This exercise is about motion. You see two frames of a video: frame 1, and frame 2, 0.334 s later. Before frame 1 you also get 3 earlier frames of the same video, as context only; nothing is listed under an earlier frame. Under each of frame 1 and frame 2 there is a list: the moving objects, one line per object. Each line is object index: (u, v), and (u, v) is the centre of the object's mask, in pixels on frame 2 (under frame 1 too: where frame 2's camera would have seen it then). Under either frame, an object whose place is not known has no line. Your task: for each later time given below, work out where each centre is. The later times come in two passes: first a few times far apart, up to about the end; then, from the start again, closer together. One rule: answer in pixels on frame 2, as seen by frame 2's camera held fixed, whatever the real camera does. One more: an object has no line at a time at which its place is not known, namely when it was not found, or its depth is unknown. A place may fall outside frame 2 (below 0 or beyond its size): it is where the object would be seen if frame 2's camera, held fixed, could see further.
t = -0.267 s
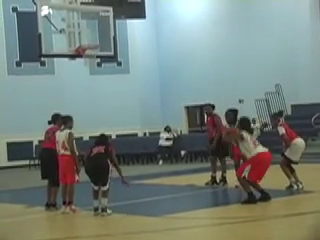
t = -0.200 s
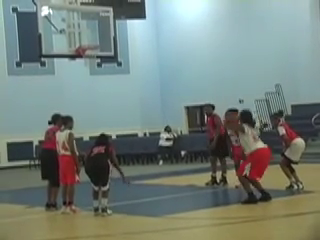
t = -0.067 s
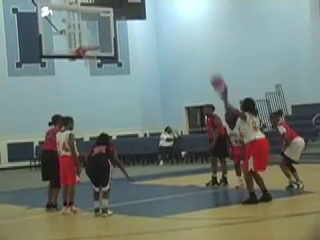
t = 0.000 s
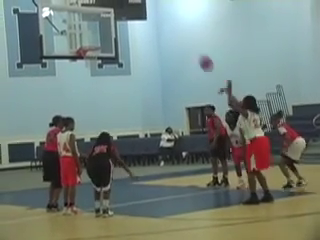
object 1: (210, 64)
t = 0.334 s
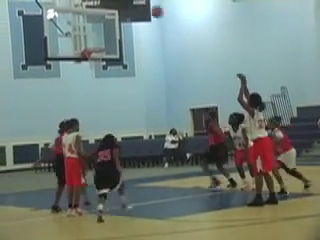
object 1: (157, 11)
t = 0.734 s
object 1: (107, 29)
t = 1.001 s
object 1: (93, 35)
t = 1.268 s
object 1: (88, 43)
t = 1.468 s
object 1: (90, 44)
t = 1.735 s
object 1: (99, 44)
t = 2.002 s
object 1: (100, 47)
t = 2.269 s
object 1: (92, 64)
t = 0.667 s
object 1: (116, 20)
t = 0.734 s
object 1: (107, 29)
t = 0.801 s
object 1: (101, 39)
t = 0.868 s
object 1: (97, 40)
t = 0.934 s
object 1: (95, 36)
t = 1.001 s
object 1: (93, 35)
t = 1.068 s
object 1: (92, 35)
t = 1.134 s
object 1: (90, 37)
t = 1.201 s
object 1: (89, 41)
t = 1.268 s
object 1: (88, 43)
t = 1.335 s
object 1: (89, 43)
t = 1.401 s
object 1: (89, 44)
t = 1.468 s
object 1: (90, 44)
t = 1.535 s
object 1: (92, 42)
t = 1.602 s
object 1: (94, 42)
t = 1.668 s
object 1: (97, 43)
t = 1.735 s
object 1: (99, 44)
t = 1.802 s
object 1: (99, 42)
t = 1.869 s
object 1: (99, 42)
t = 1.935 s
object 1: (100, 45)
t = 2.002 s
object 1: (100, 47)
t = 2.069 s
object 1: (98, 49)
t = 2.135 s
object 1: (97, 53)
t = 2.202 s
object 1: (94, 60)
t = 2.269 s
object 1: (92, 64)
